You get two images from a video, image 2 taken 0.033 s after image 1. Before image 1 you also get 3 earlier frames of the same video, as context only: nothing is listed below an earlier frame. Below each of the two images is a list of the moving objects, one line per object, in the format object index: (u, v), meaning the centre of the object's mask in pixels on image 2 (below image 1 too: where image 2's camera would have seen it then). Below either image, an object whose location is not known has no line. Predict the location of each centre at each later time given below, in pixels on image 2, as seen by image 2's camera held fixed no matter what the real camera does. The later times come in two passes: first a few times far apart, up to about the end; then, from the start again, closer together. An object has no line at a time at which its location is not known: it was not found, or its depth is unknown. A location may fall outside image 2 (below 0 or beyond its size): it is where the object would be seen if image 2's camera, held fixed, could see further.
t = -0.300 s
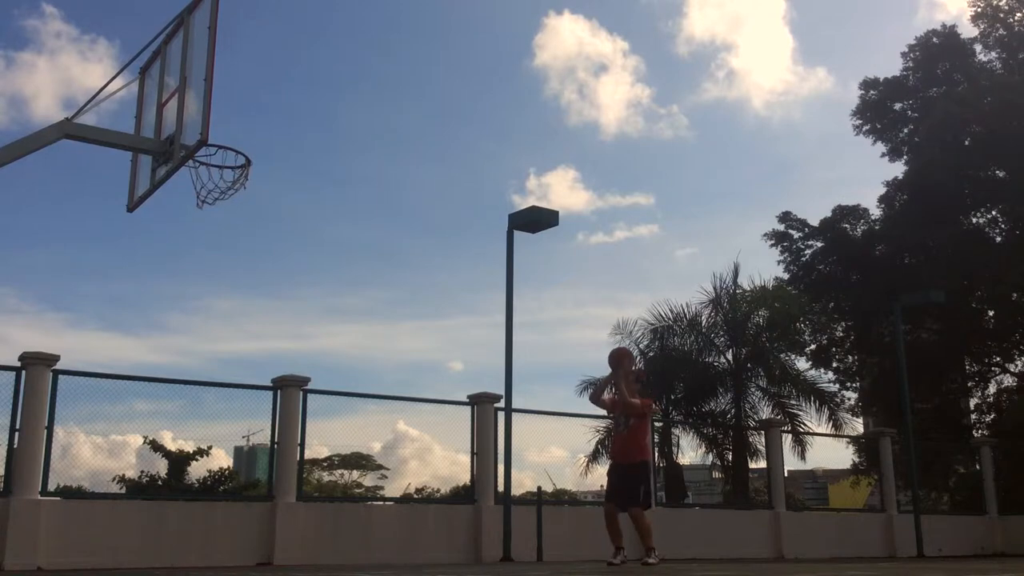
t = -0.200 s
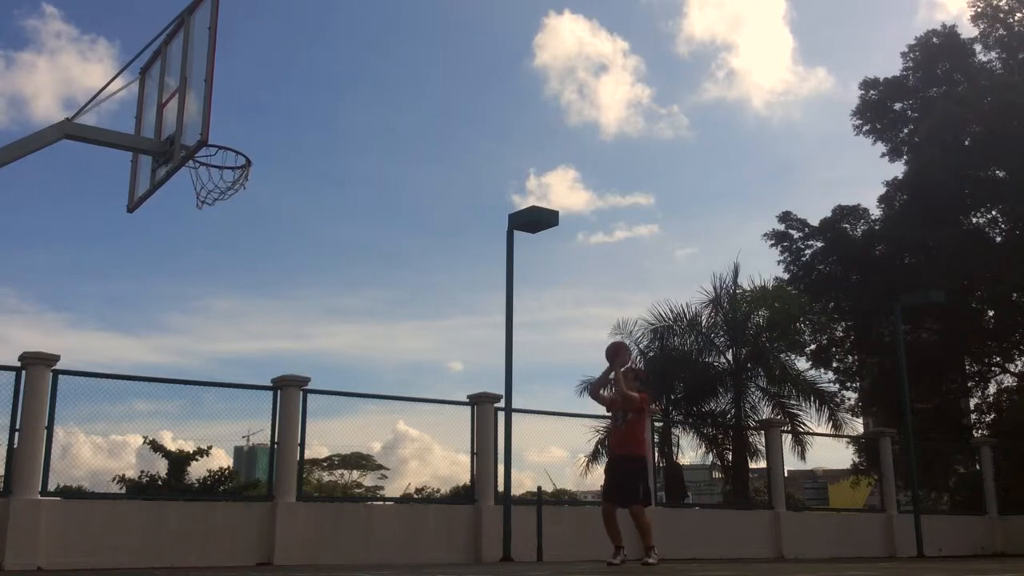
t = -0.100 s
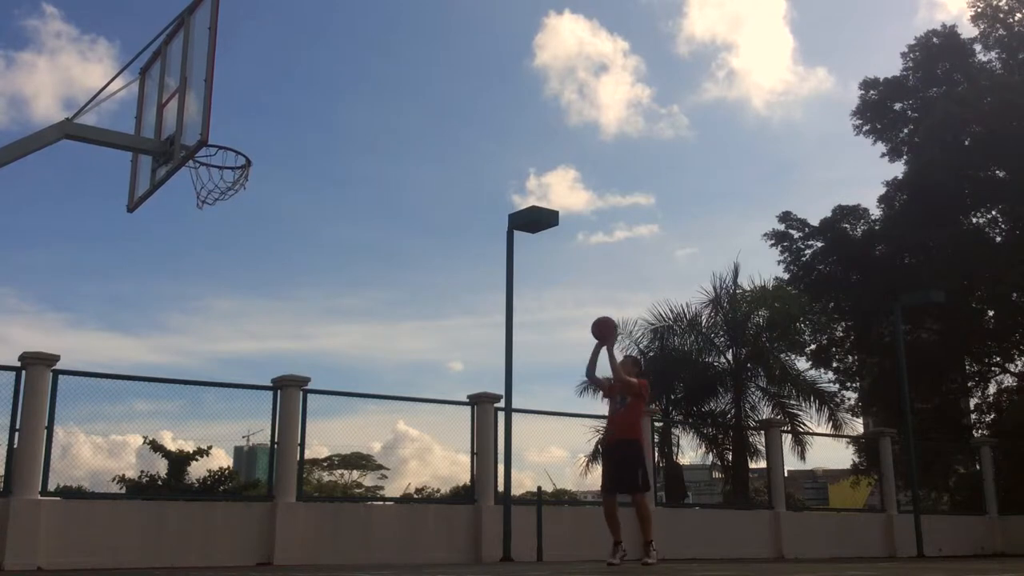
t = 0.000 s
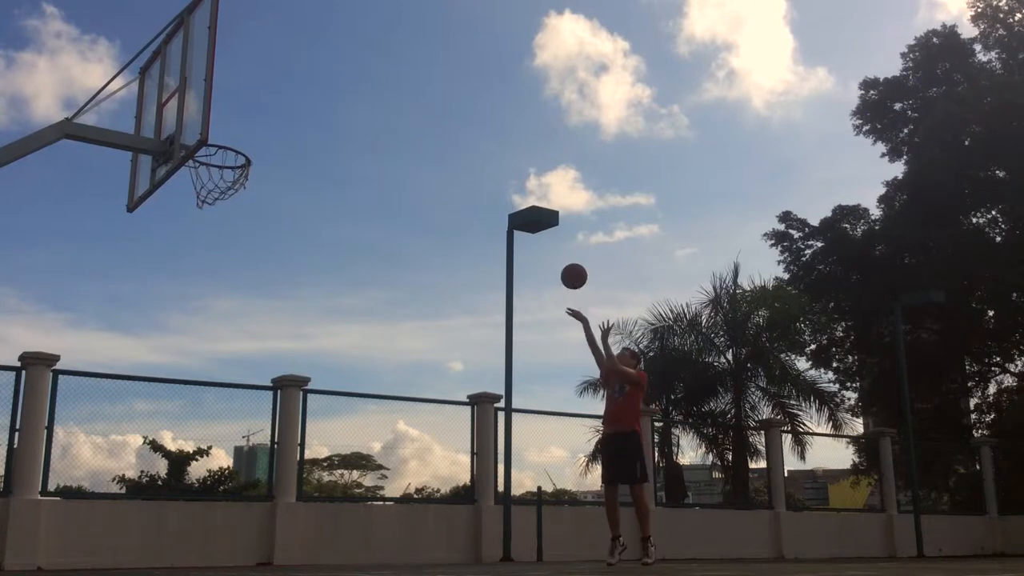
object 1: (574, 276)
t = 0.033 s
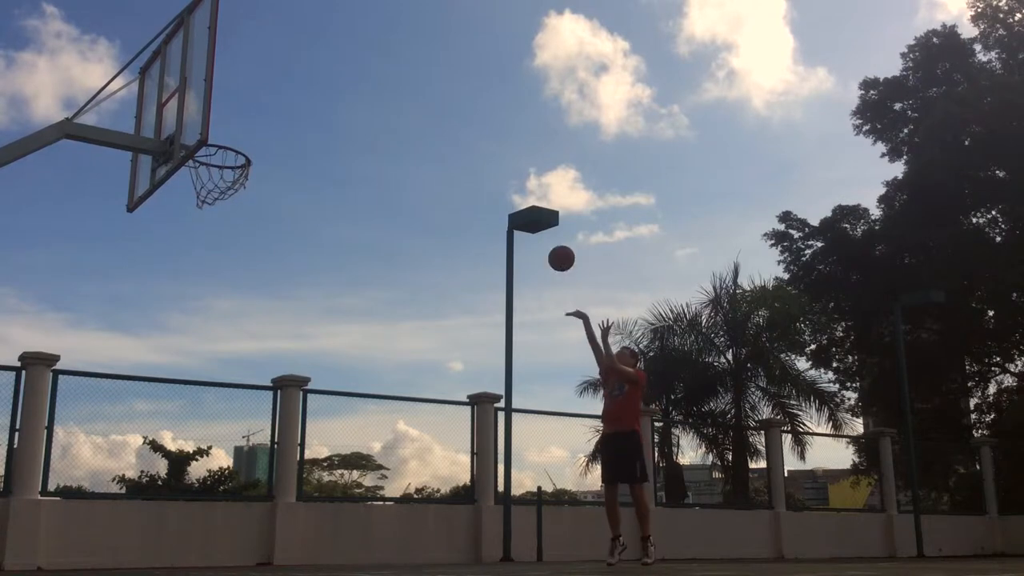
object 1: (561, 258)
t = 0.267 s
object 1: (471, 161)
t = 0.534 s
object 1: (359, 112)
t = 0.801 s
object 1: (229, 141)
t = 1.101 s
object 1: (284, 297)
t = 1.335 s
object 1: (356, 510)
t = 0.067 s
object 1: (549, 242)
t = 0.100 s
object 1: (537, 230)
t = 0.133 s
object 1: (524, 210)
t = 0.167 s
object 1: (511, 197)
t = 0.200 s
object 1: (498, 184)
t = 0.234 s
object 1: (485, 172)
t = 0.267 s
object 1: (471, 161)
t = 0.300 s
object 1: (458, 152)
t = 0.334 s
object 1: (444, 143)
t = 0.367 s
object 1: (431, 136)
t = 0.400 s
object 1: (417, 129)
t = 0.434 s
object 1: (403, 123)
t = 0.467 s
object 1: (388, 118)
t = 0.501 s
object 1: (374, 115)
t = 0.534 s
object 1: (359, 112)
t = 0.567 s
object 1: (344, 111)
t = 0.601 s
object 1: (329, 111)
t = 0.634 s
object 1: (314, 113)
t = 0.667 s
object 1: (298, 116)
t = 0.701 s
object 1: (281, 120)
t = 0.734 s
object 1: (264, 125)
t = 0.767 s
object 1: (247, 133)
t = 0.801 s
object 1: (229, 141)
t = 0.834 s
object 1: (211, 151)
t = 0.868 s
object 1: (207, 163)
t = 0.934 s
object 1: (230, 196)
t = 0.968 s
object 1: (241, 213)
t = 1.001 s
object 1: (252, 232)
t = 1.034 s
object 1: (263, 252)
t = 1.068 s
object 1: (273, 274)
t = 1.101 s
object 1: (284, 297)
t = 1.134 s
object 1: (294, 322)
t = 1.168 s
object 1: (304, 349)
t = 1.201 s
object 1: (315, 377)
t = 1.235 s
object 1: (325, 407)
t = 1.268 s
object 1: (335, 438)
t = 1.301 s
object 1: (345, 473)
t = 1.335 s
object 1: (356, 510)
